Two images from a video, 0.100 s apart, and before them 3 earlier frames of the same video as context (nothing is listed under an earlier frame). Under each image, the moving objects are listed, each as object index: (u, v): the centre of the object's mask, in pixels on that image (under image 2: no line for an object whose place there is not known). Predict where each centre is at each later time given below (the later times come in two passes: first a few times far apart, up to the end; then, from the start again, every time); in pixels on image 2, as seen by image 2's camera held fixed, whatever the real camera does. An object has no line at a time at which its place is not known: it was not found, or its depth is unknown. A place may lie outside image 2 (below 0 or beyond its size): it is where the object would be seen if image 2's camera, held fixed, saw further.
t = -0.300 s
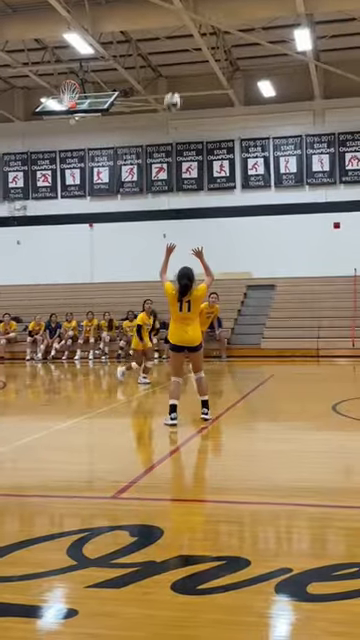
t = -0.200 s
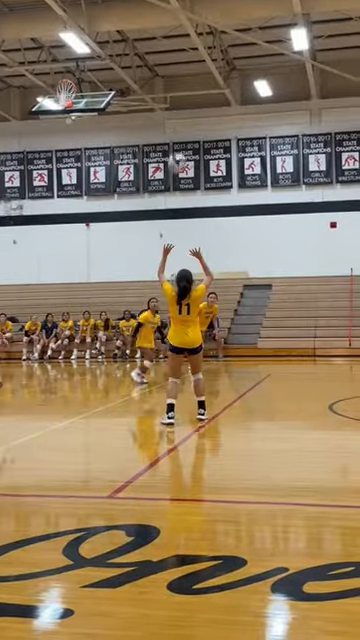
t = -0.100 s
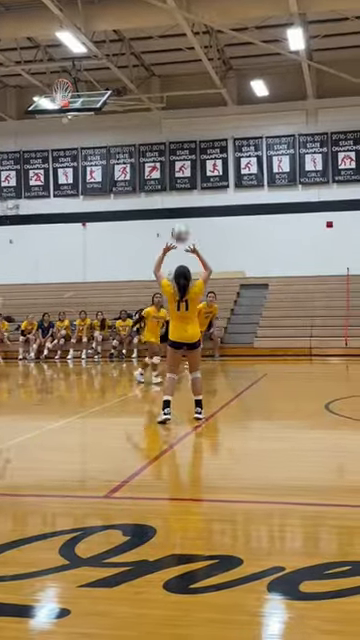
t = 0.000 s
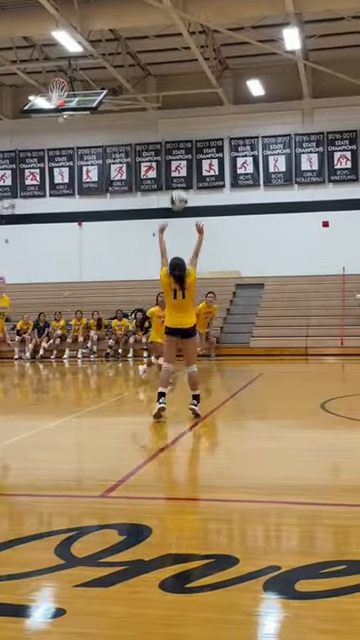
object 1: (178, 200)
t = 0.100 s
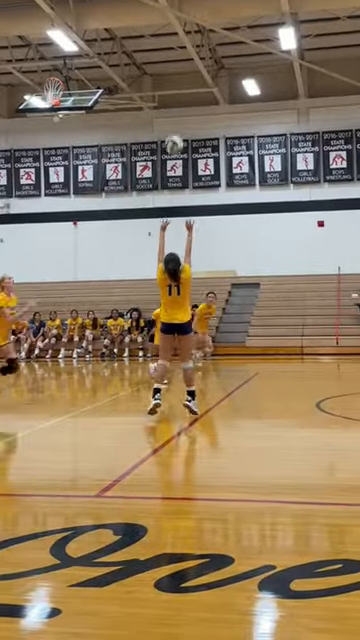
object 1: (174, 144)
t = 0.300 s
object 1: (174, 65)
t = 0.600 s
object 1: (176, 16)
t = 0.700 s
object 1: (176, 16)
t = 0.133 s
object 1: (173, 127)
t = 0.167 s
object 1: (173, 113)
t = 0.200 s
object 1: (174, 100)
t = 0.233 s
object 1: (174, 88)
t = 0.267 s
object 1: (174, 76)
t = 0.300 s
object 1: (174, 65)
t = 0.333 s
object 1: (174, 56)
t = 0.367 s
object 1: (174, 47)
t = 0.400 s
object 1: (174, 40)
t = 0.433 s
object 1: (174, 34)
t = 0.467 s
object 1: (174, 28)
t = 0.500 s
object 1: (175, 24)
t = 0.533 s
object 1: (175, 20)
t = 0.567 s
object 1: (175, 18)
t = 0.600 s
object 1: (176, 16)
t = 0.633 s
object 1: (176, 15)
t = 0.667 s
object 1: (176, 15)
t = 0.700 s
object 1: (176, 16)
